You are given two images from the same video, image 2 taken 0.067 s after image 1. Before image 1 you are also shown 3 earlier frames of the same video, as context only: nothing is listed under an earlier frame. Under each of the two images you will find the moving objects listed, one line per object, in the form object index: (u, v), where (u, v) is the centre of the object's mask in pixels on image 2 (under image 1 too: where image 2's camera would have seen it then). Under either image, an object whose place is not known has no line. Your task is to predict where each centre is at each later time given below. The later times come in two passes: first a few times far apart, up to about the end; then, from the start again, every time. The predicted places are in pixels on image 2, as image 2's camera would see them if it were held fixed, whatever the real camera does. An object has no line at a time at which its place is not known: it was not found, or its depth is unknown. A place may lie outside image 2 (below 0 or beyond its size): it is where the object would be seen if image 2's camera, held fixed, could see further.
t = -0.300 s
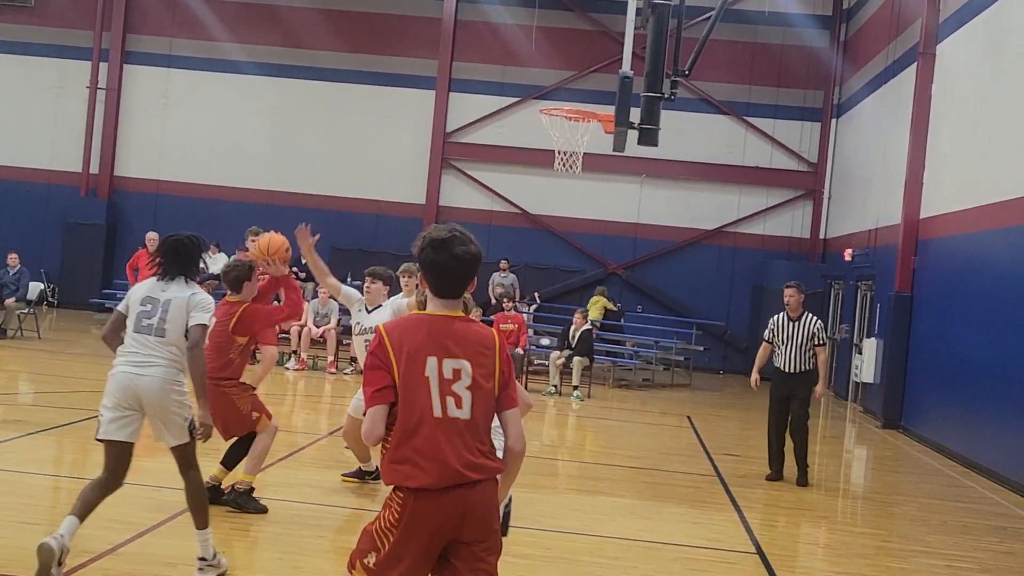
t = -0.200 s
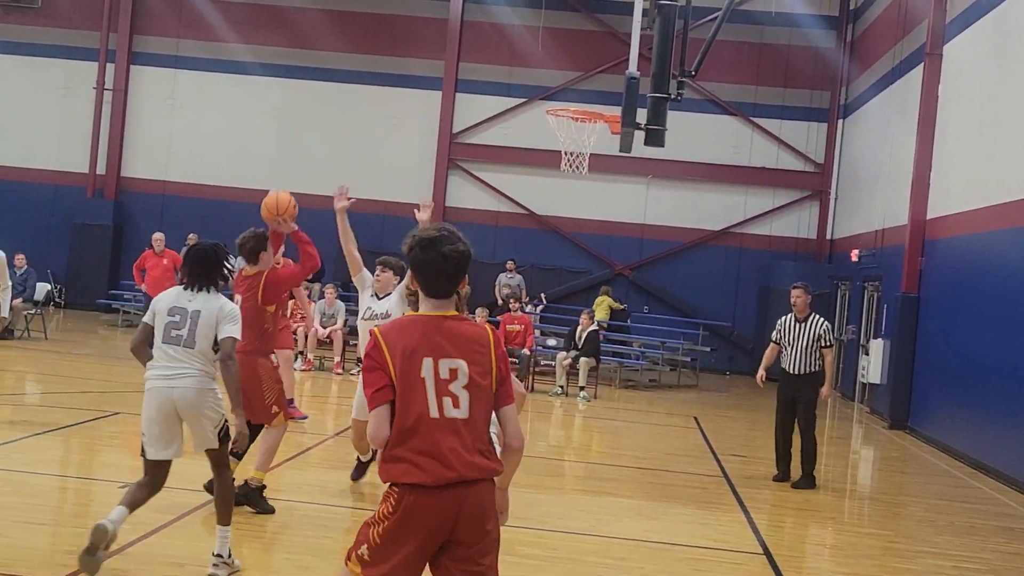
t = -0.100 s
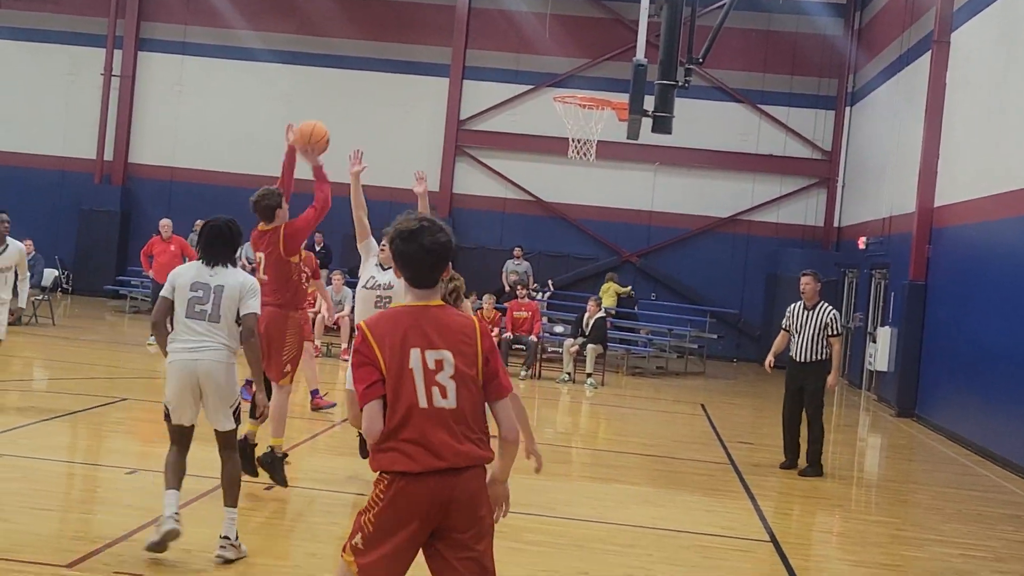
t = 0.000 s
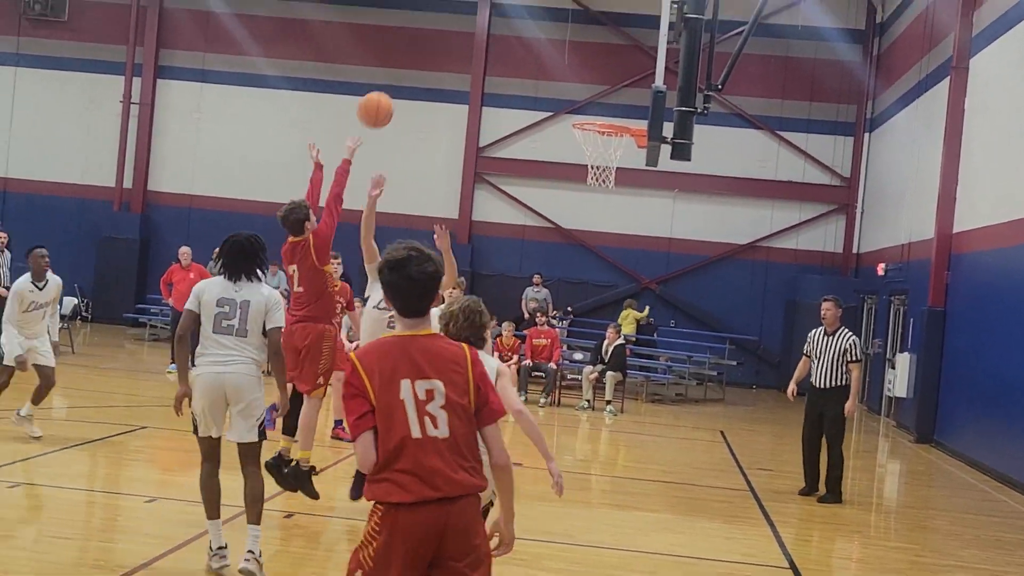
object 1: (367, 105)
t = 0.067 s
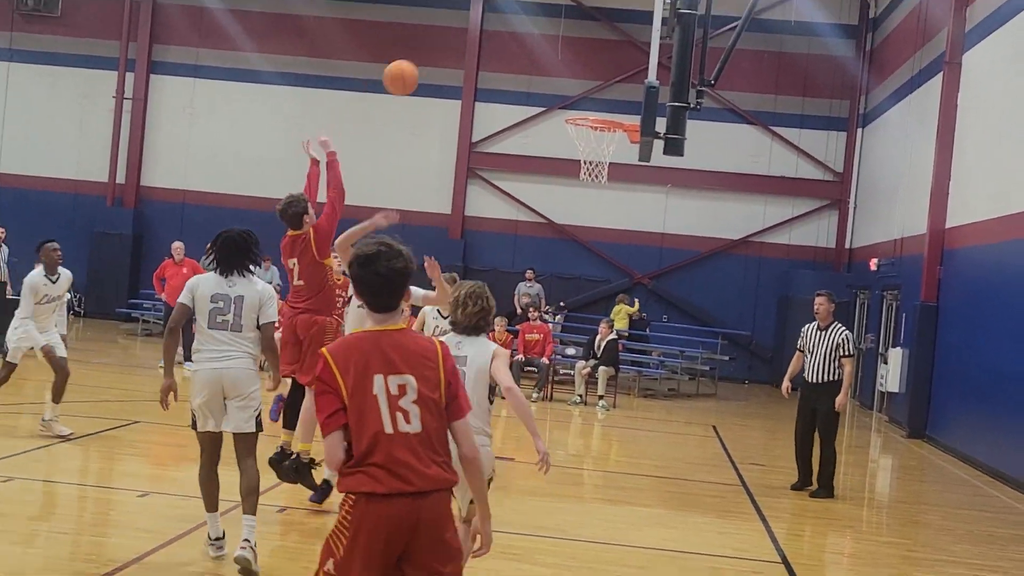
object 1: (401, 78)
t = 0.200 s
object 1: (460, 46)
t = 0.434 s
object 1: (547, 47)
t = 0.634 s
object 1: (608, 100)
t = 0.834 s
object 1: (608, 78)
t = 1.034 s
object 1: (560, 86)
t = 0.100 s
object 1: (416, 67)
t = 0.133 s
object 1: (431, 57)
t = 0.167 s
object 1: (446, 50)
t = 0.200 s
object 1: (460, 46)
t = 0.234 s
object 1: (473, 41)
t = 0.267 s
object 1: (487, 39)
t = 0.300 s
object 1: (499, 37)
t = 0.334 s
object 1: (512, 38)
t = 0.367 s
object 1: (524, 39)
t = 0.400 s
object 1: (536, 42)
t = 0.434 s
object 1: (547, 47)
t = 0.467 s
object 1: (558, 53)
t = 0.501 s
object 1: (569, 60)
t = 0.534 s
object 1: (579, 68)
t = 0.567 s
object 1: (590, 78)
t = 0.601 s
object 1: (599, 89)
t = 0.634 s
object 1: (608, 100)
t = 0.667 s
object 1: (617, 105)
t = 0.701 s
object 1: (627, 98)
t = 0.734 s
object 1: (629, 92)
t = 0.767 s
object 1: (622, 86)
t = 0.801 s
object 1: (615, 81)
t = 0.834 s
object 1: (608, 78)
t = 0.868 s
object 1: (600, 76)
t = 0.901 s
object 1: (593, 75)
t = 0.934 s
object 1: (585, 76)
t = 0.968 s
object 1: (576, 78)
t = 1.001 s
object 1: (569, 81)
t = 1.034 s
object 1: (560, 86)
